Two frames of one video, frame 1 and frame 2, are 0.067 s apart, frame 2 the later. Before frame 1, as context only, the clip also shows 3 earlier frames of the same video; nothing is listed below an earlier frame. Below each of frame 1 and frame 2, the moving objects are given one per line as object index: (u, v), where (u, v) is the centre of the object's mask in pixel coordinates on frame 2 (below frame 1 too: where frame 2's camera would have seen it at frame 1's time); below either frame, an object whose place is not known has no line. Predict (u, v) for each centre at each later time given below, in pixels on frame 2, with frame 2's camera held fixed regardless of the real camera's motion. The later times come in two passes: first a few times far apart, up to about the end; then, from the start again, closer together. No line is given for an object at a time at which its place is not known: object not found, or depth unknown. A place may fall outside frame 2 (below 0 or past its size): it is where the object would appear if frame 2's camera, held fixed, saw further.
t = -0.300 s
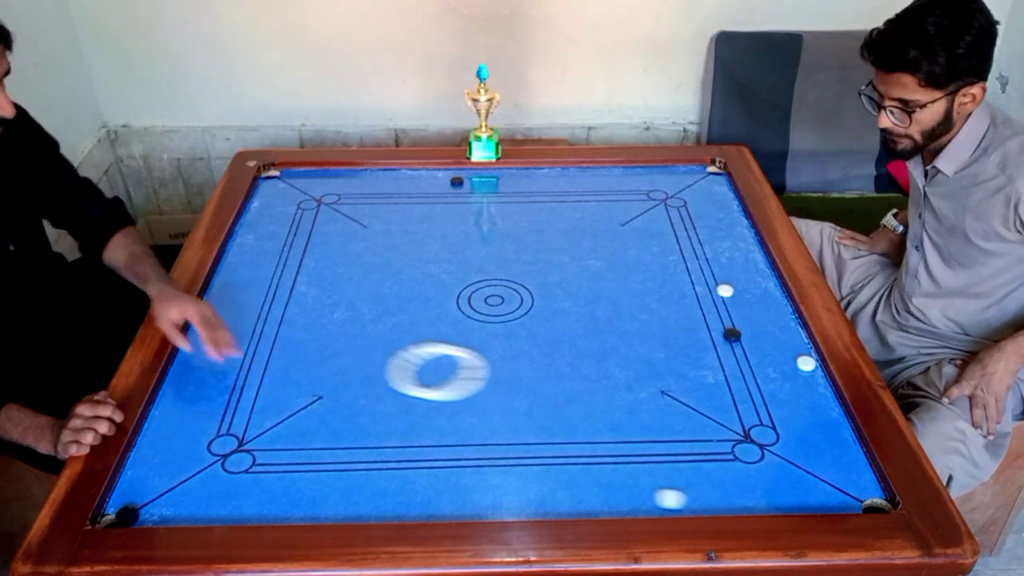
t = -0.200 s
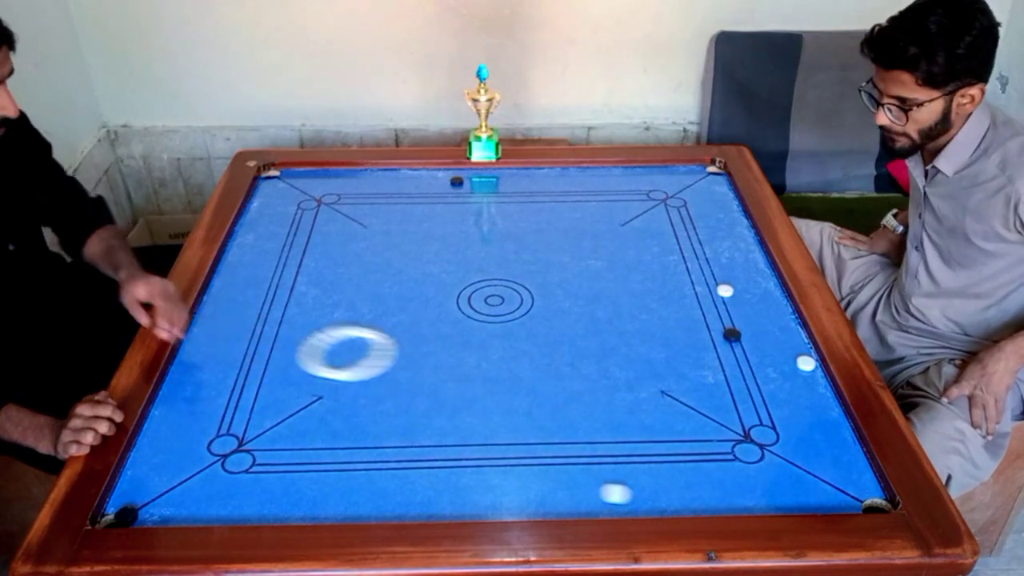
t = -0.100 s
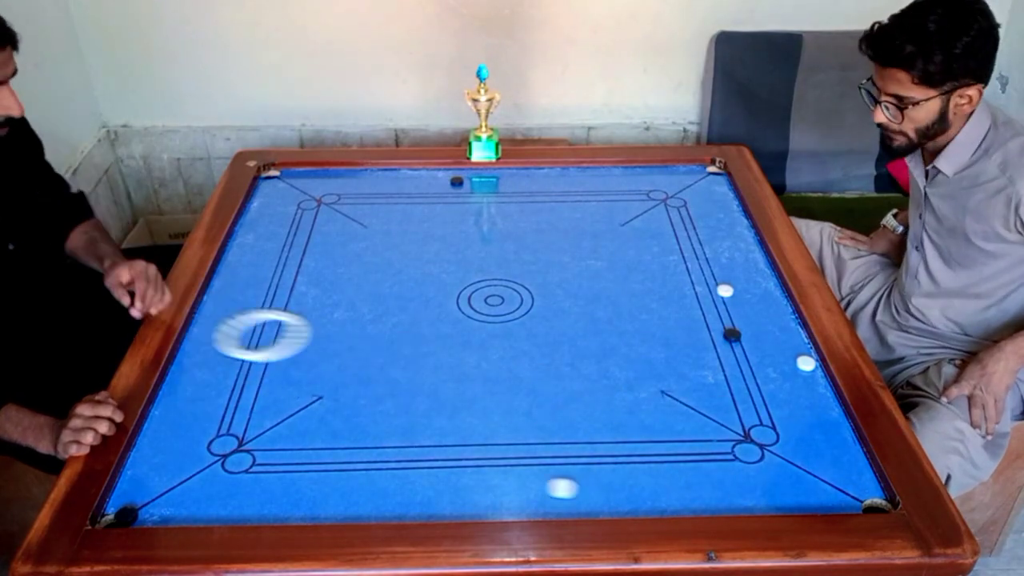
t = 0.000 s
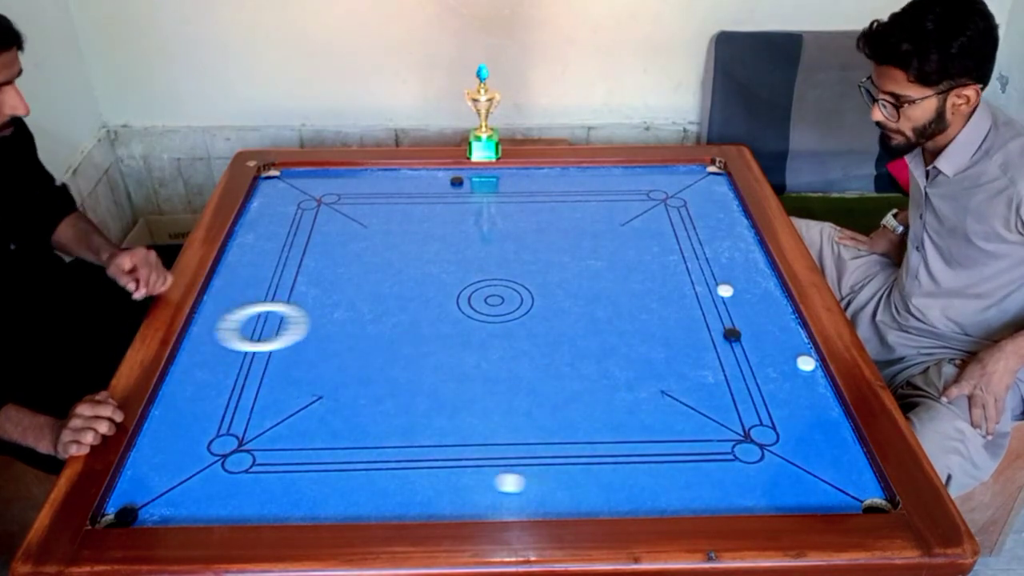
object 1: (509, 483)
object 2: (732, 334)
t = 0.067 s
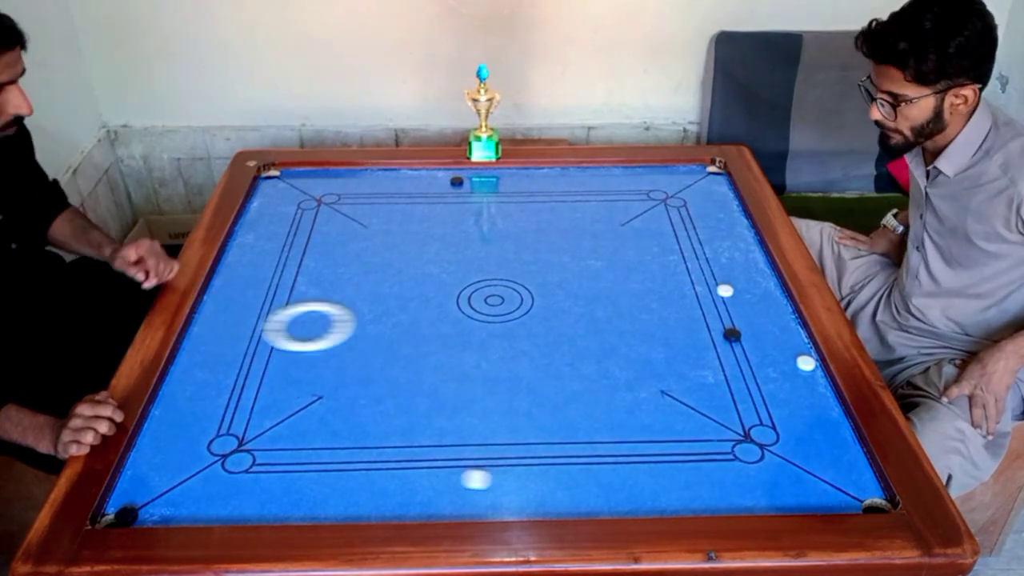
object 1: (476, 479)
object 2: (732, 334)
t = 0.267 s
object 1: (378, 469)
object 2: (732, 334)
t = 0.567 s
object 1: (244, 456)
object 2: (732, 334)
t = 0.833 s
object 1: (145, 446)
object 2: (785, 352)
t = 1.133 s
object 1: (251, 431)
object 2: (667, 367)
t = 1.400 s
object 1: (336, 420)
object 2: (563, 379)
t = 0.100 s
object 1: (459, 477)
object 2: (732, 334)
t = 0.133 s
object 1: (443, 476)
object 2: (732, 334)
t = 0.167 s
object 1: (426, 474)
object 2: (732, 334)
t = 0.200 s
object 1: (410, 473)
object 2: (732, 334)
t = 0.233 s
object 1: (395, 471)
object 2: (732, 334)
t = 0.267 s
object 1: (378, 469)
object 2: (732, 334)
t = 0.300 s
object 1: (363, 468)
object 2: (732, 334)
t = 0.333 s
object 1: (348, 466)
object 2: (732, 334)
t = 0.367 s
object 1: (332, 465)
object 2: (732, 334)
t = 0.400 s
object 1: (317, 463)
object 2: (732, 334)
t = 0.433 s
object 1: (302, 462)
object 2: (732, 334)
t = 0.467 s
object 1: (287, 460)
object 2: (732, 334)
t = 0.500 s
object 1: (272, 459)
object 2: (732, 334)
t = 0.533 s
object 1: (257, 458)
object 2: (732, 334)
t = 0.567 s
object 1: (244, 456)
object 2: (732, 334)
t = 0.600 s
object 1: (230, 455)
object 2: (732, 334)
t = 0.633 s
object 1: (215, 453)
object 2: (733, 334)
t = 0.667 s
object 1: (201, 452)
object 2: (746, 337)
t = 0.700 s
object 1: (188, 451)
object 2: (764, 340)
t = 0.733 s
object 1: (174, 449)
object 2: (784, 344)
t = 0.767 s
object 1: (160, 448)
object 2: (801, 348)
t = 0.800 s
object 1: (148, 447)
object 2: (798, 350)
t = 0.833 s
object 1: (145, 446)
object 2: (785, 352)
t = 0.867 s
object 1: (157, 444)
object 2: (771, 354)
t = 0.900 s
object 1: (170, 442)
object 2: (758, 355)
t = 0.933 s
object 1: (182, 440)
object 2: (745, 357)
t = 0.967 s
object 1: (194, 439)
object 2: (733, 359)
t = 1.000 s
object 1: (205, 437)
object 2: (720, 361)
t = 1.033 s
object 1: (217, 436)
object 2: (706, 362)
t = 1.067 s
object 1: (229, 434)
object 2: (693, 364)
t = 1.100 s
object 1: (240, 432)
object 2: (680, 366)
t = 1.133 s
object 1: (251, 431)
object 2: (667, 367)
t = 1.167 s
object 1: (263, 429)
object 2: (654, 369)
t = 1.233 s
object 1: (284, 427)
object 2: (628, 372)
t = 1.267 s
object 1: (295, 425)
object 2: (615, 373)
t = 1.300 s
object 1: (306, 424)
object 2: (602, 374)
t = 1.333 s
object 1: (316, 422)
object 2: (589, 376)
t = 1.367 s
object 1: (326, 421)
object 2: (576, 377)
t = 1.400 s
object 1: (336, 420)
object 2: (563, 379)
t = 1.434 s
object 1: (346, 419)
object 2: (551, 380)
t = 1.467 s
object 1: (356, 417)
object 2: (538, 381)
